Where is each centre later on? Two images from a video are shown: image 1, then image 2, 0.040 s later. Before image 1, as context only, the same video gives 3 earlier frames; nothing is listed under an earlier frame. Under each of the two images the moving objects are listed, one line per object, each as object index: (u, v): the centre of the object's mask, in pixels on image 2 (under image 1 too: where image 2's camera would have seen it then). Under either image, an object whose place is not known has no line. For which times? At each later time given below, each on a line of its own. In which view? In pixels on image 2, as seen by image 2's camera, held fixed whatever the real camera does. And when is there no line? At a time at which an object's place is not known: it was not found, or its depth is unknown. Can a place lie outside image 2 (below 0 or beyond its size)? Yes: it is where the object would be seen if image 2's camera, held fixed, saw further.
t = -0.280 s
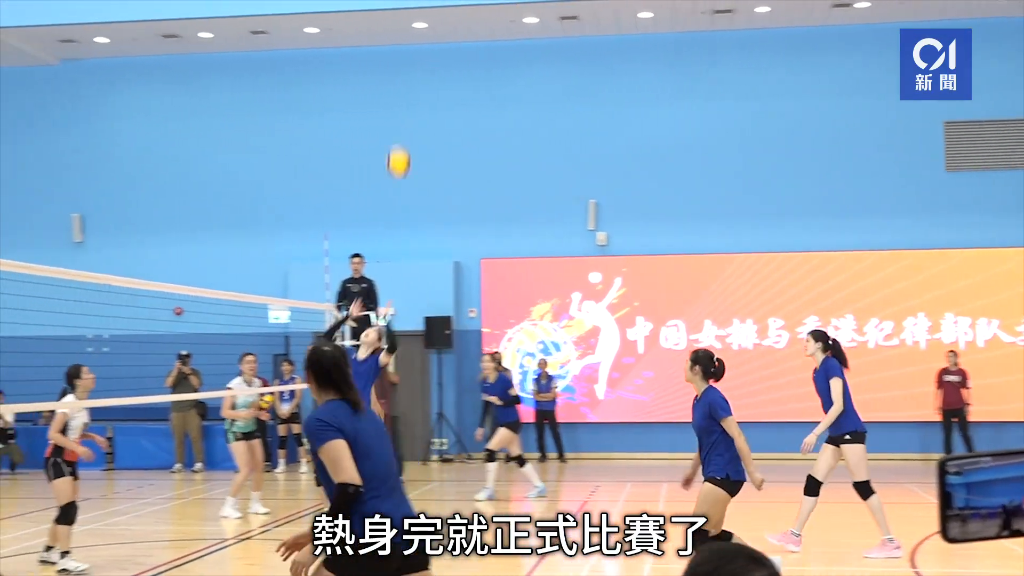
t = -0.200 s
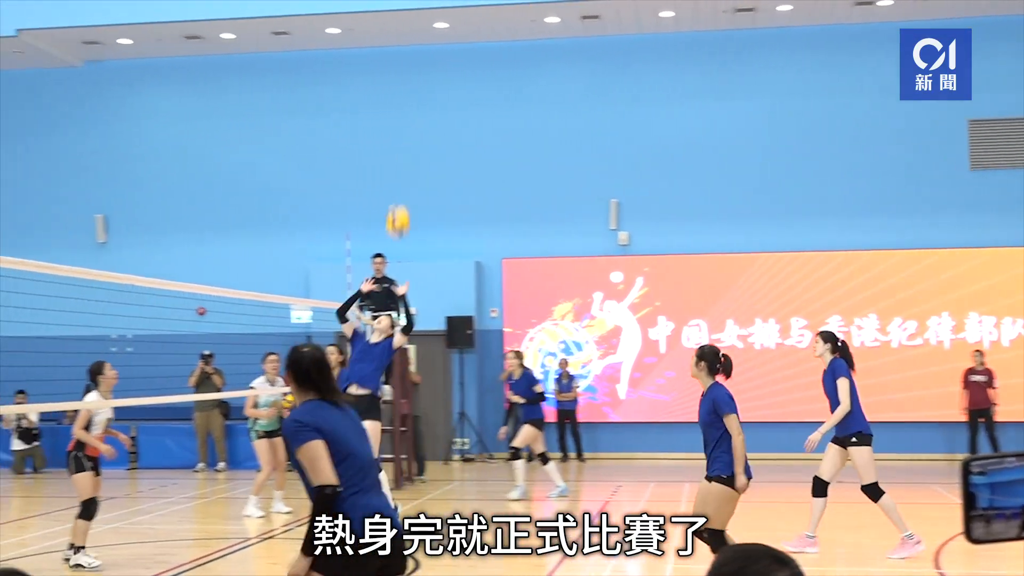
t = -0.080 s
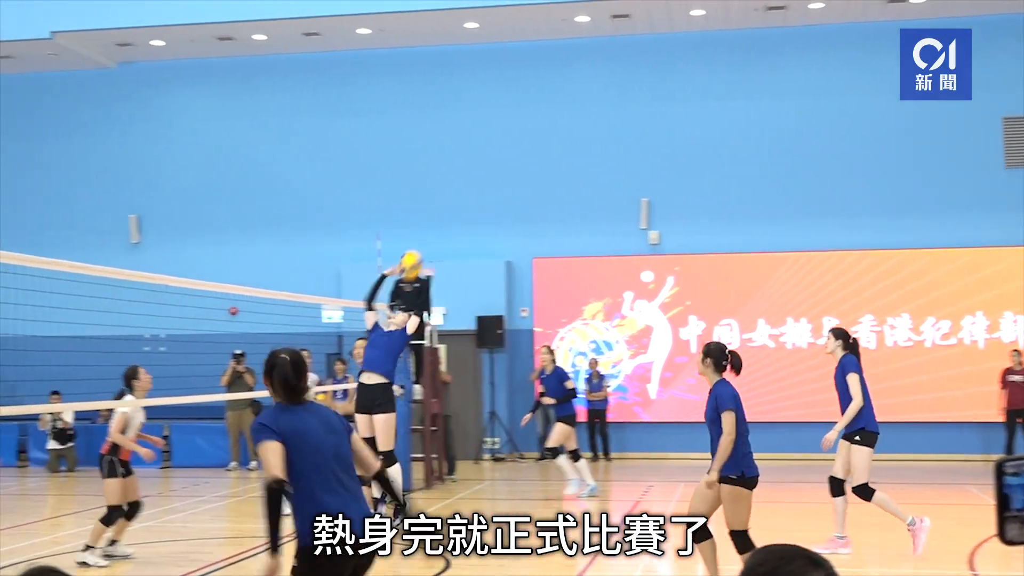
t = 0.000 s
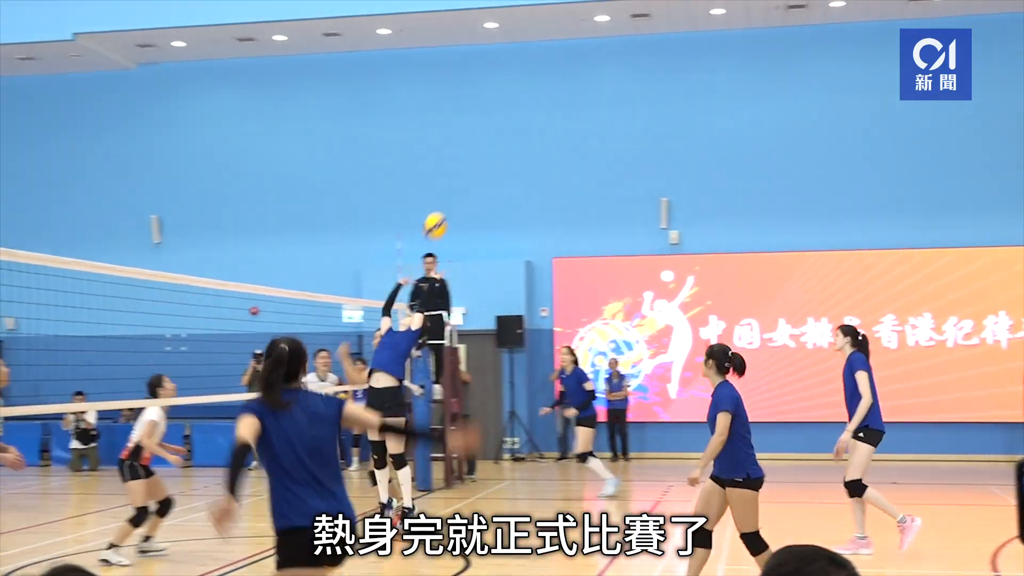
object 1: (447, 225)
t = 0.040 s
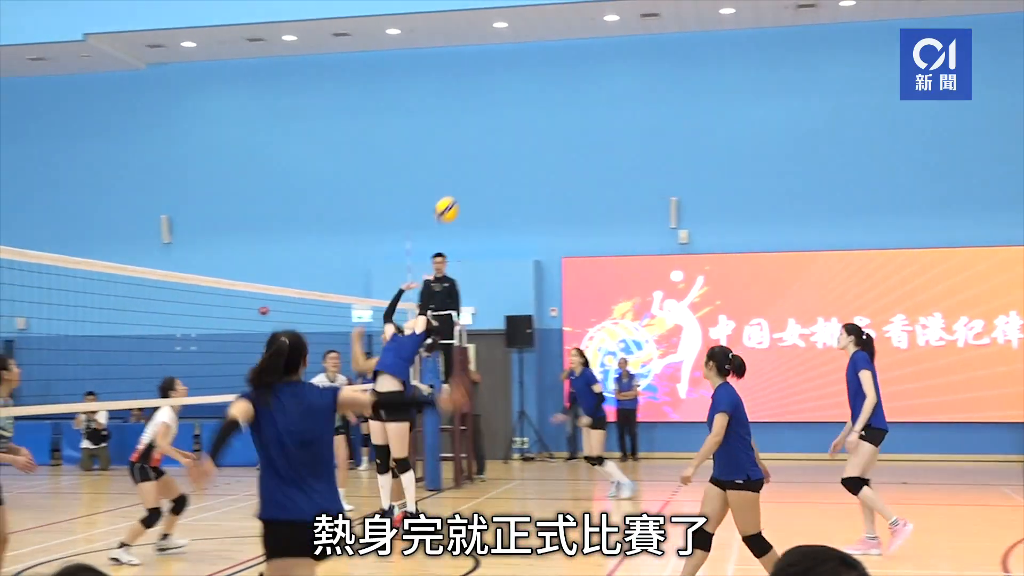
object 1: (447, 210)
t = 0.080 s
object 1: (447, 196)
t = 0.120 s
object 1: (449, 184)
